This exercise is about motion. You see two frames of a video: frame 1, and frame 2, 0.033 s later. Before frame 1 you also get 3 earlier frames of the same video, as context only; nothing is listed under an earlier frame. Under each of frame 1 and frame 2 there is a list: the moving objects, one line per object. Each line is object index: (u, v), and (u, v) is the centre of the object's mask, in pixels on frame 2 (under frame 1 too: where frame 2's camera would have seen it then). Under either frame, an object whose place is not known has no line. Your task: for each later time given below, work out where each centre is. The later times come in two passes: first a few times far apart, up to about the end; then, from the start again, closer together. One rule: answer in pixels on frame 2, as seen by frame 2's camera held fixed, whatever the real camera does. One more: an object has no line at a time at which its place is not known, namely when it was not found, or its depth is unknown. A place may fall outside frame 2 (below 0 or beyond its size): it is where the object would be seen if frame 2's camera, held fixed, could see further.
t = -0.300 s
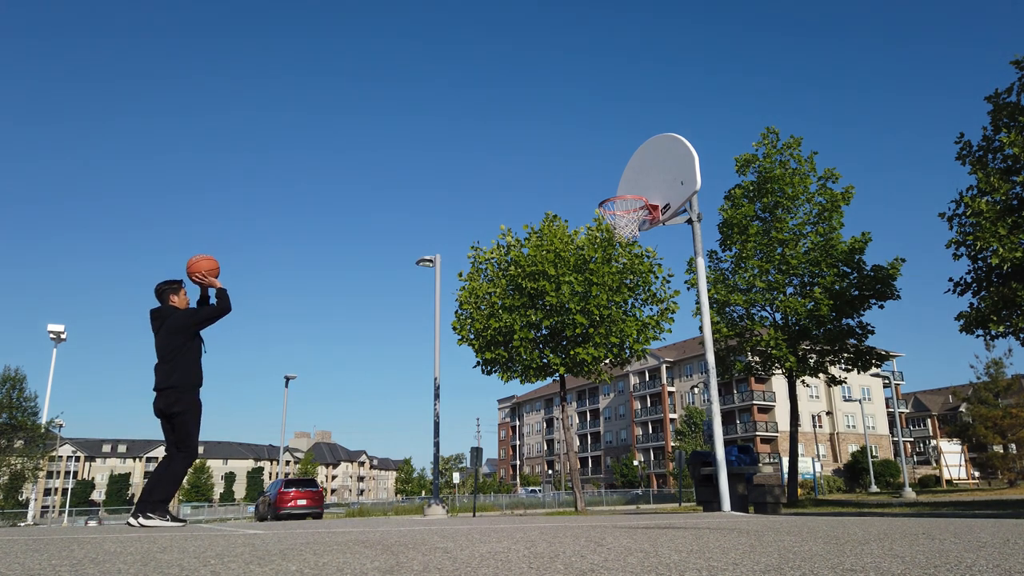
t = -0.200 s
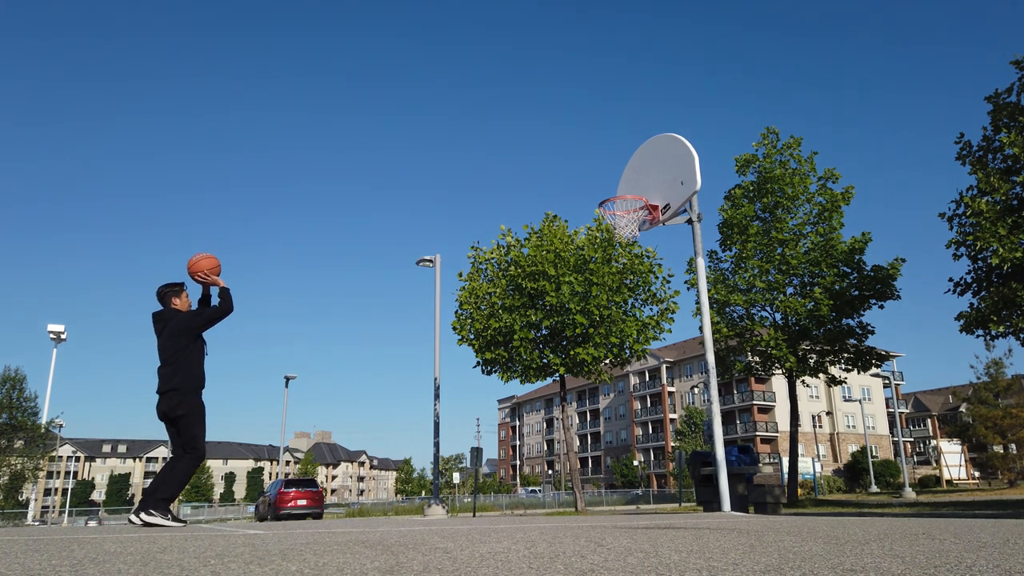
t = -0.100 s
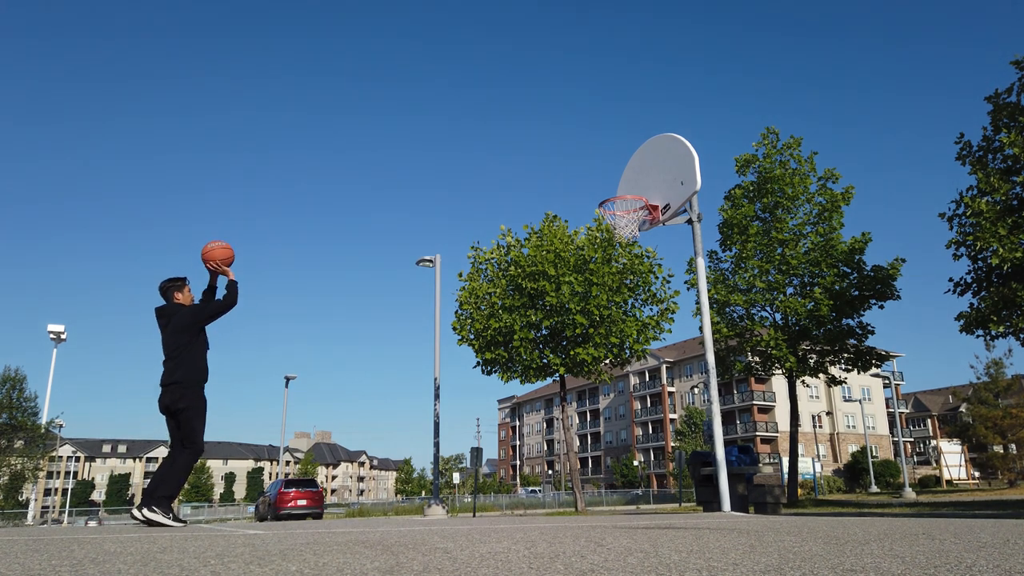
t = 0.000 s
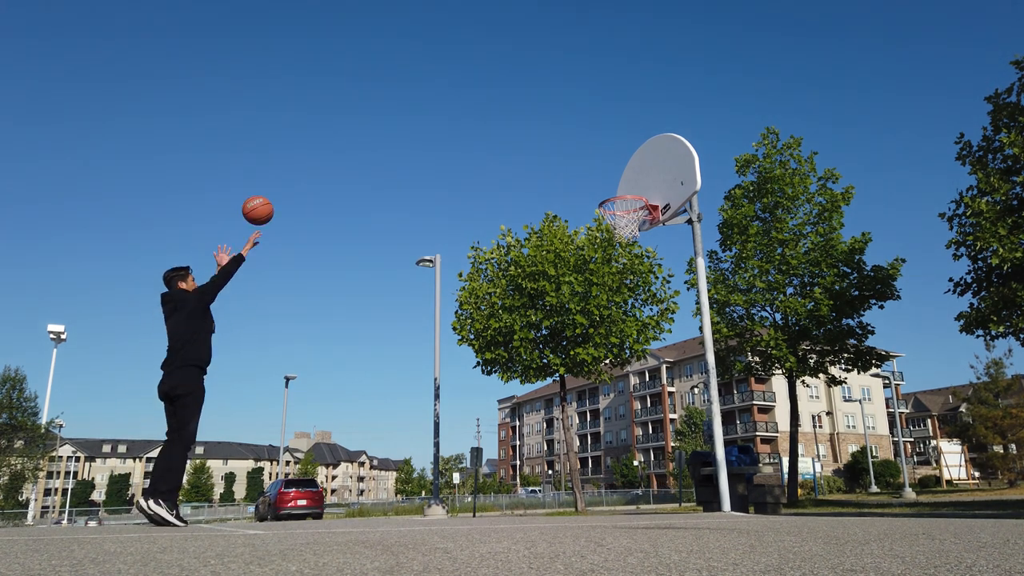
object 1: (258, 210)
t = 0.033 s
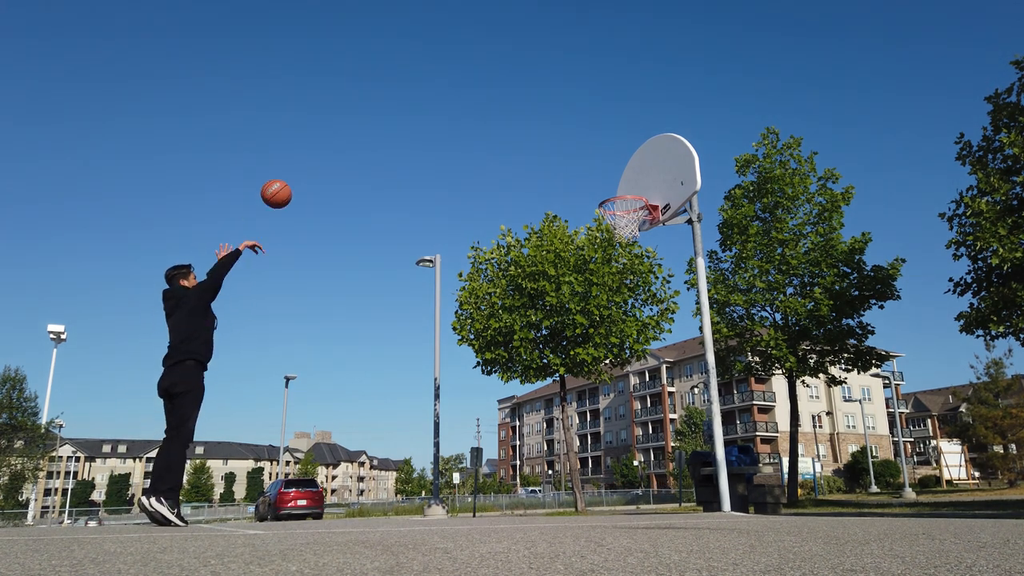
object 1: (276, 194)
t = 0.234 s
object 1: (375, 128)
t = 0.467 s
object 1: (473, 109)
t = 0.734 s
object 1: (572, 149)
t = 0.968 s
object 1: (638, 218)
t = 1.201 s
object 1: (618, 226)
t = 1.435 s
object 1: (625, 229)
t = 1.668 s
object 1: (636, 266)
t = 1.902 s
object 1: (649, 356)
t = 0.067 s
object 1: (294, 179)
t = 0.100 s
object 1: (311, 166)
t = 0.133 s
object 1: (328, 154)
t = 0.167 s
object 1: (344, 144)
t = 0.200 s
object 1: (360, 135)
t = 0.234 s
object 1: (375, 128)
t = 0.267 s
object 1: (390, 121)
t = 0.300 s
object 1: (405, 116)
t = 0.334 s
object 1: (419, 113)
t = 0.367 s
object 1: (433, 110)
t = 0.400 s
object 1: (447, 109)
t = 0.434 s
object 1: (460, 108)
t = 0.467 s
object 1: (473, 109)
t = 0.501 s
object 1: (486, 110)
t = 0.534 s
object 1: (499, 113)
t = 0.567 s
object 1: (511, 117)
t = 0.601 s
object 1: (523, 121)
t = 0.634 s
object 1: (536, 127)
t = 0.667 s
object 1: (548, 133)
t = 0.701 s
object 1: (560, 141)
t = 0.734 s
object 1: (572, 149)
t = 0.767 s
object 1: (583, 159)
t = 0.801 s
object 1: (595, 169)
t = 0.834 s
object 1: (606, 180)
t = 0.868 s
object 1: (618, 189)
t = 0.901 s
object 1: (629, 208)
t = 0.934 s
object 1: (639, 217)
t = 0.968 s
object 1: (638, 218)
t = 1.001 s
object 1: (636, 216)
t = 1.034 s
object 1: (632, 217)
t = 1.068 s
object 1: (629, 218)
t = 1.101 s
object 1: (625, 220)
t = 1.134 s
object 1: (623, 223)
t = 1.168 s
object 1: (621, 224)
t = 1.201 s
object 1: (618, 226)
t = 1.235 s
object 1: (618, 226)
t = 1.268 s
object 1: (618, 226)
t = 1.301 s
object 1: (618, 226)
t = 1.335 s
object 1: (620, 227)
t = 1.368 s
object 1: (621, 227)
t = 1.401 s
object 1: (623, 228)
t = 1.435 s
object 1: (625, 229)
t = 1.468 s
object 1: (626, 231)
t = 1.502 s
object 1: (628, 235)
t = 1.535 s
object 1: (629, 242)
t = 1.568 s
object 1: (631, 245)
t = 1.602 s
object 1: (632, 250)
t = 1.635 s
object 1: (634, 257)
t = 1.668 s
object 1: (636, 266)
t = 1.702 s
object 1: (637, 275)
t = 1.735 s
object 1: (639, 285)
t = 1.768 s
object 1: (641, 297)
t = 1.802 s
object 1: (643, 310)
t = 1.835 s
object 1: (644, 324)
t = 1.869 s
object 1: (646, 339)
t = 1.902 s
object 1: (649, 356)
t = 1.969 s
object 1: (653, 392)
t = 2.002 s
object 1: (655, 413)
